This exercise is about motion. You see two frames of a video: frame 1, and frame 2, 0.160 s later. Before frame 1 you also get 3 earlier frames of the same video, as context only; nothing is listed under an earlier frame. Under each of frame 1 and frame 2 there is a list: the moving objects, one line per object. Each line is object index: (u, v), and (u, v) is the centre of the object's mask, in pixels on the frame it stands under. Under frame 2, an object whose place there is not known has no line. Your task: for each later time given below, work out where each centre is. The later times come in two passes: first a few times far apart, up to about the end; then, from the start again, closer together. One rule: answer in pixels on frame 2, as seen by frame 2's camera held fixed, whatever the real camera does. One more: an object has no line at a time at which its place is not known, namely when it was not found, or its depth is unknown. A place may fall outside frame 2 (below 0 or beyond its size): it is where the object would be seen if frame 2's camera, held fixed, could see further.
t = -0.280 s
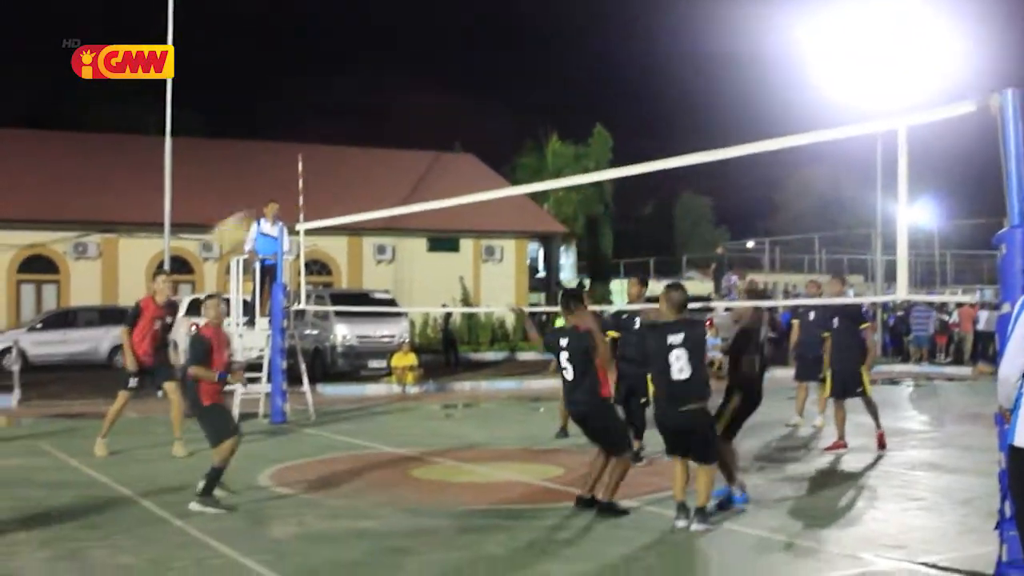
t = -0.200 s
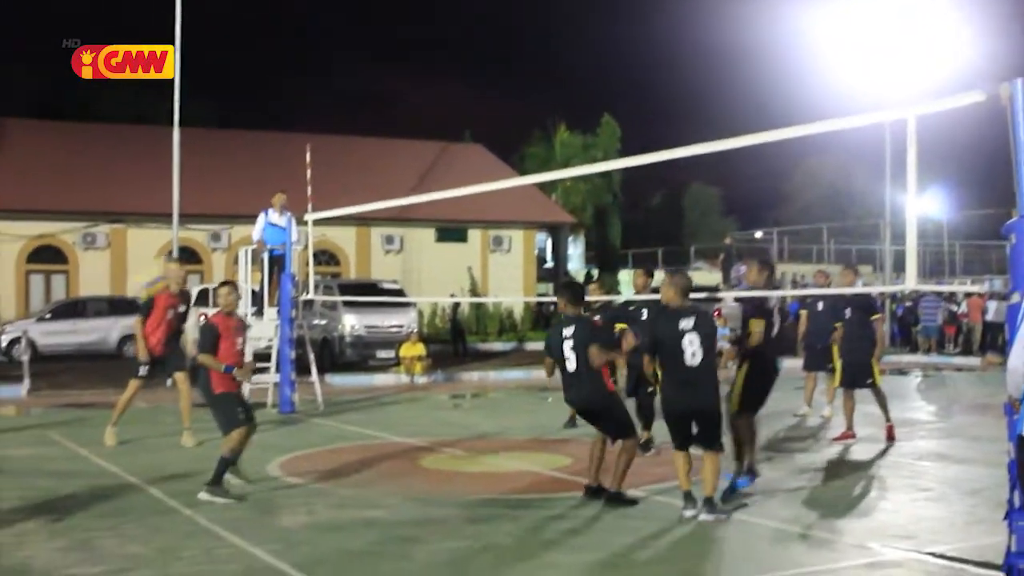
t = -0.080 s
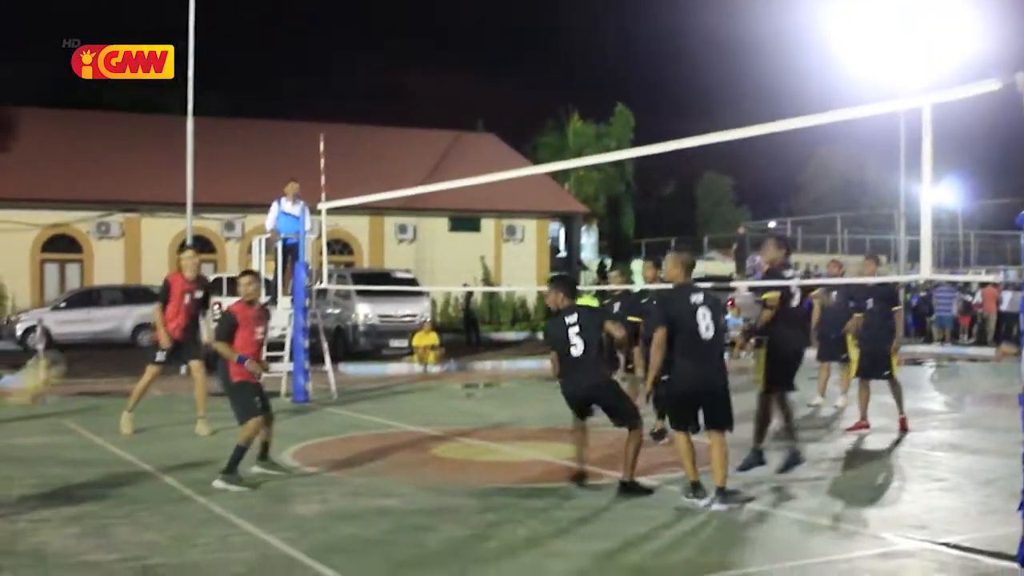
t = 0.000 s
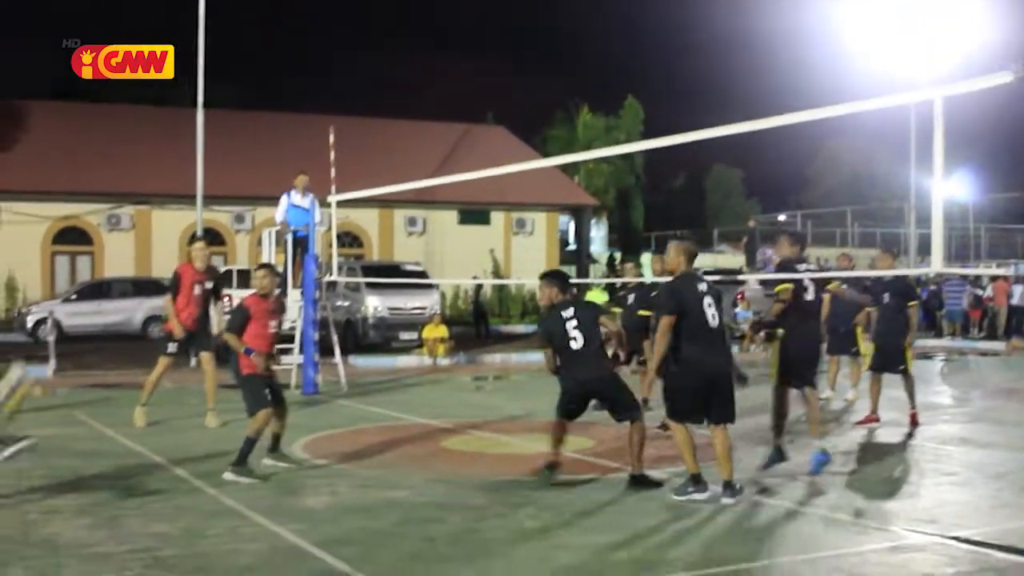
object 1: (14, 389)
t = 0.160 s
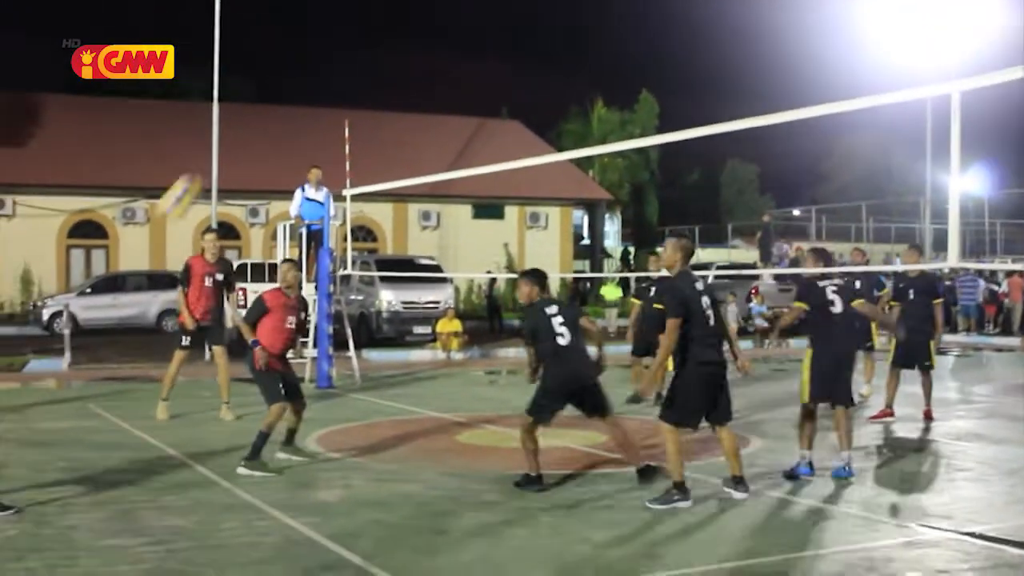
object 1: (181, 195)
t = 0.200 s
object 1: (207, 165)
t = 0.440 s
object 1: (361, 34)
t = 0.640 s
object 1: (449, -4)
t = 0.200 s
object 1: (207, 165)
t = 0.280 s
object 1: (267, 108)
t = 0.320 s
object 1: (293, 85)
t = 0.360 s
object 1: (317, 66)
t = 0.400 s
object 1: (340, 49)
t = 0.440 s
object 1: (361, 34)
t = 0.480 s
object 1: (381, 22)
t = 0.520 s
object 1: (399, 12)
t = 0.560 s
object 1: (418, 5)
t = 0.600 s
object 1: (434, -1)
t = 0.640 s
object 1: (449, -4)
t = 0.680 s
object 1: (464, -5)
